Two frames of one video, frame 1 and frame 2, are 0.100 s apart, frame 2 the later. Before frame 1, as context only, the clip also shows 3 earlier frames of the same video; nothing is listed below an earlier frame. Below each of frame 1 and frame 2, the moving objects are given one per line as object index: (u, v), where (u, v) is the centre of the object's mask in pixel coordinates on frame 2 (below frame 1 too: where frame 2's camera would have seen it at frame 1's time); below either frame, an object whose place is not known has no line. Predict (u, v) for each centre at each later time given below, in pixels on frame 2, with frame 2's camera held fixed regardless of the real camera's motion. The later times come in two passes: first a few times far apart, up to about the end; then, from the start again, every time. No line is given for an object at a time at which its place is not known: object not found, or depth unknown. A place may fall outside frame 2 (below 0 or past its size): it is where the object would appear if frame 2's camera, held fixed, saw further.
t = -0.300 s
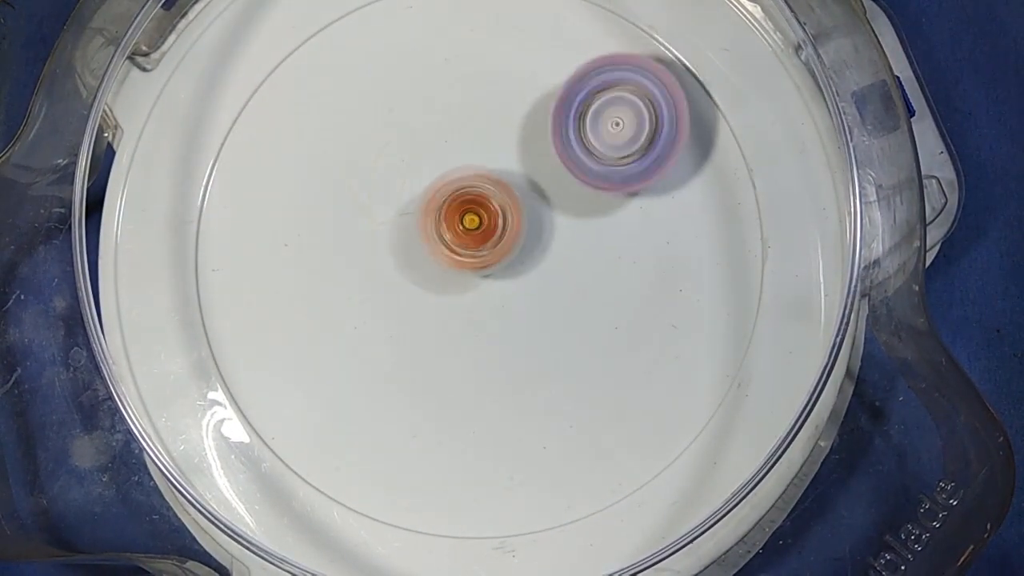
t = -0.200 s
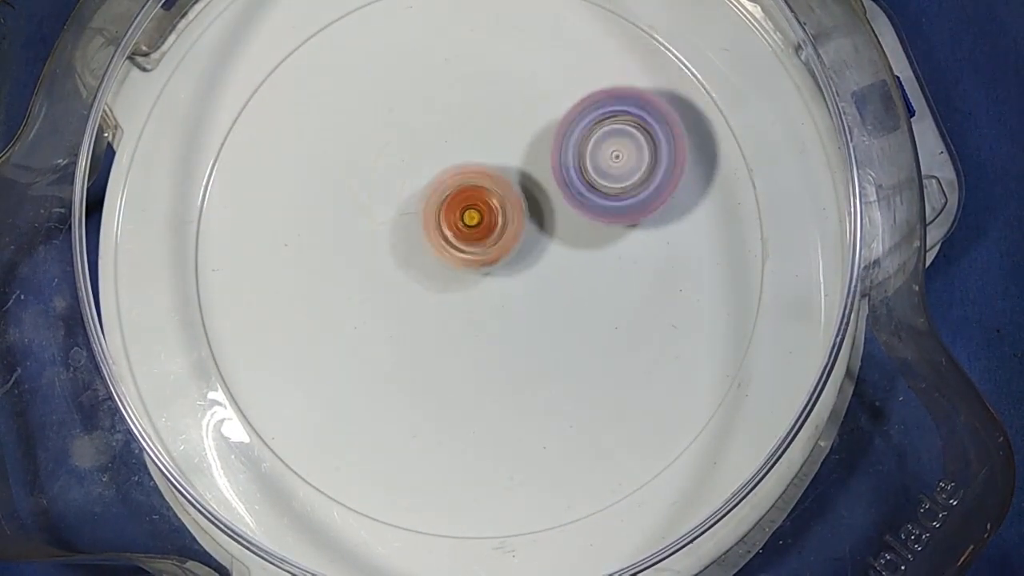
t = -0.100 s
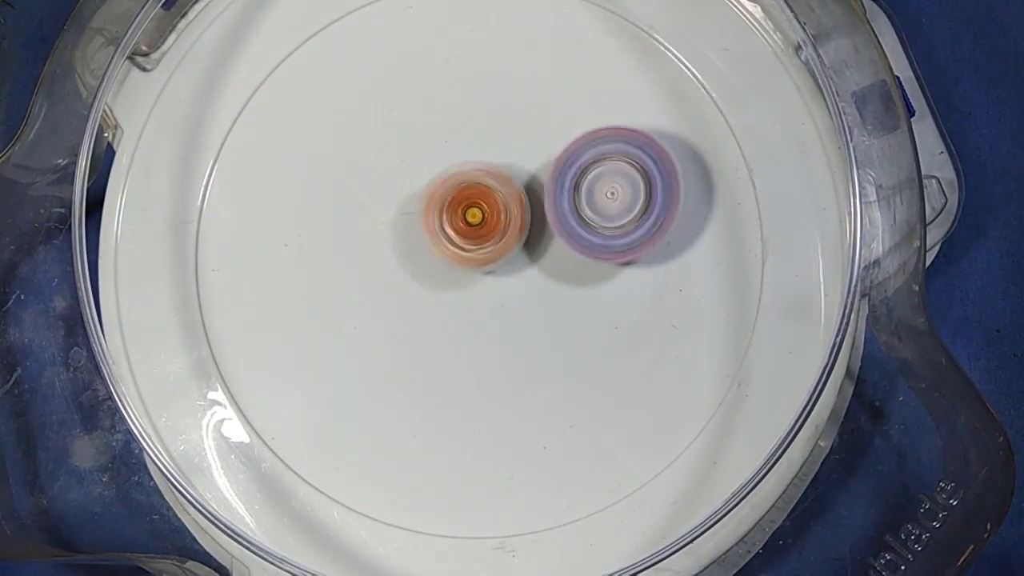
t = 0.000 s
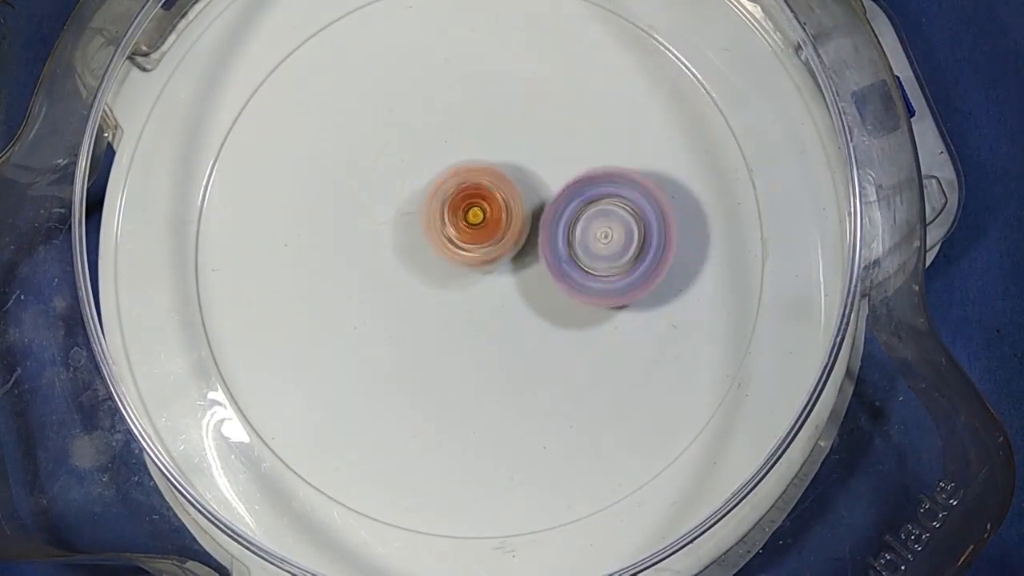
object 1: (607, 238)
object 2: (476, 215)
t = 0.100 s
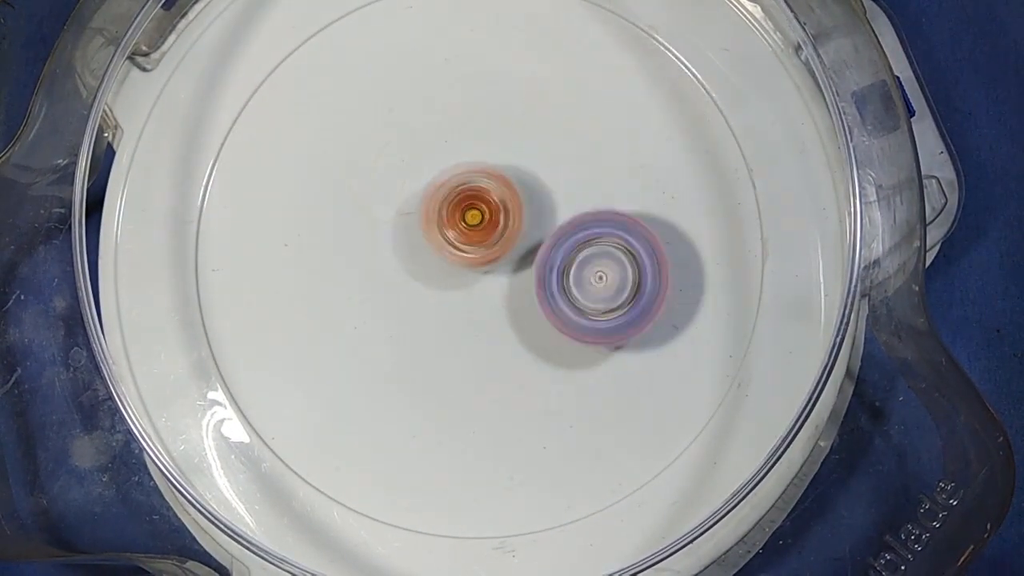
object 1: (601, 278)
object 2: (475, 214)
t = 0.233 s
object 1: (596, 323)
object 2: (475, 220)
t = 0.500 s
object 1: (548, 355)
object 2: (474, 231)
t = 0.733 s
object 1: (455, 365)
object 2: (473, 225)
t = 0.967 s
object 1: (379, 367)
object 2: (463, 221)
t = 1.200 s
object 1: (356, 325)
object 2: (457, 228)
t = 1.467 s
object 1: (296, 256)
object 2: (491, 230)
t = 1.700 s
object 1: (312, 201)
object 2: (500, 222)
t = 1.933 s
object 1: (370, 137)
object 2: (492, 227)
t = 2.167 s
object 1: (423, 100)
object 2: (479, 238)
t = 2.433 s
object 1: (497, 117)
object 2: (464, 242)
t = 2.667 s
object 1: (575, 111)
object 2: (438, 240)
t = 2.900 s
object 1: (581, 154)
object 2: (432, 229)
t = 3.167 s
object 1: (578, 282)
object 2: (432, 207)
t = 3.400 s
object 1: (595, 351)
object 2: (447, 191)
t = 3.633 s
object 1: (547, 360)
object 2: (470, 202)
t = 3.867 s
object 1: (427, 339)
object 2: (495, 215)
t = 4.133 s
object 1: (335, 306)
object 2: (494, 224)
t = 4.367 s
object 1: (320, 235)
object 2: (476, 243)
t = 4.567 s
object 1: (353, 168)
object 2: (460, 250)
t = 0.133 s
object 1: (601, 292)
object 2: (476, 214)
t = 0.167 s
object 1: (599, 302)
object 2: (473, 217)
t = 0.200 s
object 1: (597, 314)
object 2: (474, 217)
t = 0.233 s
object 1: (596, 323)
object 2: (475, 220)
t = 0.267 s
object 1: (594, 332)
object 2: (473, 221)
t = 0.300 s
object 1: (593, 339)
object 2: (474, 220)
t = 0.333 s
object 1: (588, 345)
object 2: (474, 224)
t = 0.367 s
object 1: (583, 350)
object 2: (473, 225)
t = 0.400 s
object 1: (576, 353)
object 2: (475, 226)
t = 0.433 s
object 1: (568, 355)
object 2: (473, 228)
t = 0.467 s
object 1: (558, 356)
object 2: (474, 229)
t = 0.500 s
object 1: (548, 355)
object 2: (474, 231)
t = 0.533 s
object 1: (536, 355)
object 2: (473, 232)
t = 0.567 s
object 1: (524, 353)
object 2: (474, 230)
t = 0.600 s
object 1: (511, 354)
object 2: (474, 233)
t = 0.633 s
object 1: (497, 357)
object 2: (474, 229)
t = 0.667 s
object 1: (483, 362)
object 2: (475, 225)
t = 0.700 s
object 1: (469, 363)
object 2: (475, 226)
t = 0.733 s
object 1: (455, 365)
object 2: (473, 225)
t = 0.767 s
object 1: (440, 365)
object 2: (474, 223)
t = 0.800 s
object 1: (429, 367)
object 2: (472, 224)
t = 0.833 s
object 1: (416, 368)
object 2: (470, 224)
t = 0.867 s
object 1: (406, 368)
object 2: (468, 222)
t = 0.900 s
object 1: (396, 369)
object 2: (466, 223)
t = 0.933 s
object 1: (387, 367)
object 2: (464, 223)
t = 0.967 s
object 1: (379, 367)
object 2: (463, 221)
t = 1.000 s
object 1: (371, 364)
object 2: (461, 225)
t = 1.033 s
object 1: (367, 361)
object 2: (458, 224)
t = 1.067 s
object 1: (361, 357)
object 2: (457, 223)
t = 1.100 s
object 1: (358, 350)
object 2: (457, 225)
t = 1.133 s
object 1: (356, 343)
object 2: (455, 226)
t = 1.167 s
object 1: (355, 334)
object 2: (456, 226)
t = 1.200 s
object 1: (356, 325)
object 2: (457, 228)
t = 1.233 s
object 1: (355, 314)
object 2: (454, 230)
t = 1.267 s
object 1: (351, 302)
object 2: (456, 230)
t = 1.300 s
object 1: (338, 294)
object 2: (470, 229)
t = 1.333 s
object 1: (325, 285)
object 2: (476, 231)
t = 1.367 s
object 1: (315, 276)
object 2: (481, 230)
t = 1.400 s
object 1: (309, 270)
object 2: (484, 230)
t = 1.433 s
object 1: (302, 264)
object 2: (489, 228)
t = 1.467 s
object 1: (296, 256)
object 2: (491, 230)
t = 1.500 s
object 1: (295, 249)
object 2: (492, 228)
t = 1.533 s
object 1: (293, 242)
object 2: (493, 227)
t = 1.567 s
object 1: (293, 234)
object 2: (497, 225)
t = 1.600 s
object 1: (297, 225)
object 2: (498, 228)
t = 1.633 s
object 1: (302, 218)
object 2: (497, 224)
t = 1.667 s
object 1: (306, 210)
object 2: (499, 224)
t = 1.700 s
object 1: (312, 201)
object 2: (500, 222)
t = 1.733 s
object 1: (322, 193)
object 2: (500, 224)
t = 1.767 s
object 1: (330, 184)
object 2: (499, 225)
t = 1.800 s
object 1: (337, 175)
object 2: (497, 224)
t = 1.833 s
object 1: (346, 165)
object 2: (497, 224)
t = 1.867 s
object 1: (355, 155)
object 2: (496, 223)
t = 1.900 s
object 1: (363, 146)
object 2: (496, 227)
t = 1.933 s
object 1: (370, 137)
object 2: (492, 227)
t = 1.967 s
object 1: (378, 128)
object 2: (491, 229)
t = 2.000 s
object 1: (385, 121)
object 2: (490, 229)
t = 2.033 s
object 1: (392, 115)
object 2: (489, 231)
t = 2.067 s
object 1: (398, 110)
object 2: (486, 236)
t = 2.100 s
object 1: (406, 103)
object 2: (484, 235)
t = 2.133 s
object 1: (414, 101)
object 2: (481, 238)
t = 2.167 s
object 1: (423, 100)
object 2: (479, 238)
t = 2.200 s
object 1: (430, 98)
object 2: (479, 237)
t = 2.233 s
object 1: (441, 97)
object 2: (478, 240)
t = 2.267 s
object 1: (449, 99)
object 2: (473, 239)
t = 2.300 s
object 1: (459, 102)
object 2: (473, 241)
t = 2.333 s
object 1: (467, 103)
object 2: (472, 241)
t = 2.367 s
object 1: (476, 107)
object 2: (470, 239)
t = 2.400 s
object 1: (487, 113)
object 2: (469, 242)
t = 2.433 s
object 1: (497, 117)
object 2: (464, 242)
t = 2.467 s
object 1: (513, 116)
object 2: (456, 243)
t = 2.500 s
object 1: (528, 113)
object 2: (452, 245)
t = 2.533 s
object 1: (541, 112)
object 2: (448, 244)
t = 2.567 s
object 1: (553, 111)
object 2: (446, 243)
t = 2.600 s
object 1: (562, 111)
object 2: (442, 241)
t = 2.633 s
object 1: (569, 111)
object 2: (440, 241)
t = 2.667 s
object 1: (575, 111)
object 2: (438, 240)
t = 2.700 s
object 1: (580, 112)
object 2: (436, 240)
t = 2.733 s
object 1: (585, 115)
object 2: (432, 237)
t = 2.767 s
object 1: (588, 121)
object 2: (432, 235)
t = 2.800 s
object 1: (588, 129)
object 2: (430, 235)
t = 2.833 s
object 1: (587, 136)
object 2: (431, 233)
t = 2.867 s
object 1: (584, 144)
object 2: (431, 230)
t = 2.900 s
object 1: (581, 154)
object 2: (432, 229)
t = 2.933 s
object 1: (579, 164)
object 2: (434, 228)
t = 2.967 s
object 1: (577, 178)
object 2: (435, 228)
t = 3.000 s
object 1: (573, 192)
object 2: (437, 226)
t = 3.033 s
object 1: (567, 207)
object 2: (436, 223)
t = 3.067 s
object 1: (562, 221)
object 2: (438, 222)
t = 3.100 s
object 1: (562, 240)
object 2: (437, 219)
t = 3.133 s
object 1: (572, 264)
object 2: (432, 212)
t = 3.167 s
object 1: (578, 282)
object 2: (432, 207)
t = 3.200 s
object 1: (584, 298)
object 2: (433, 203)
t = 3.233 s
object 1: (587, 310)
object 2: (436, 200)
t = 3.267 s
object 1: (589, 321)
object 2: (439, 197)
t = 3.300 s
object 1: (592, 329)
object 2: (442, 196)
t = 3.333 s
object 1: (594, 337)
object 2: (444, 193)
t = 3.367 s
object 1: (595, 344)
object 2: (446, 191)
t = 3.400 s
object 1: (595, 351)
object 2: (447, 191)
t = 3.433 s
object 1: (593, 357)
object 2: (451, 191)
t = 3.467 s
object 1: (589, 361)
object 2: (455, 191)
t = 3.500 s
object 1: (583, 364)
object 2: (458, 192)
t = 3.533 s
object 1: (576, 365)
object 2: (461, 194)
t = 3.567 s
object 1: (568, 364)
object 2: (465, 196)
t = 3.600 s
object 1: (558, 363)
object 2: (468, 198)
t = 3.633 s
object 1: (547, 360)
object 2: (470, 202)
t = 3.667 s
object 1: (533, 357)
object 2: (473, 205)
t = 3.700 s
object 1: (518, 352)
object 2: (476, 208)
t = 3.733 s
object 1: (503, 347)
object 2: (479, 212)
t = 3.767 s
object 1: (487, 341)
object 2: (481, 216)
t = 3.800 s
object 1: (466, 341)
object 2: (487, 215)
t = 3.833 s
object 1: (445, 341)
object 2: (492, 214)
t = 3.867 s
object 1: (427, 339)
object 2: (495, 215)
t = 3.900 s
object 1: (411, 336)
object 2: (497, 215)
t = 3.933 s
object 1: (397, 333)
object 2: (498, 216)
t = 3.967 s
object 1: (384, 330)
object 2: (498, 216)
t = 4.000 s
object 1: (372, 327)
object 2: (499, 217)
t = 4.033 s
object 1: (361, 323)
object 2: (498, 220)
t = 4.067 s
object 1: (351, 318)
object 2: (497, 220)
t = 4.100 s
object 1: (343, 313)
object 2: (495, 222)
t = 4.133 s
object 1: (335, 306)
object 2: (494, 224)
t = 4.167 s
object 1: (329, 298)
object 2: (492, 227)
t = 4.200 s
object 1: (324, 289)
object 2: (491, 231)
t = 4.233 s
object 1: (320, 279)
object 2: (488, 233)
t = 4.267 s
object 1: (318, 268)
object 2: (486, 236)
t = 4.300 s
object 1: (318, 257)
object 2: (483, 238)
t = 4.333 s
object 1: (318, 246)
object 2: (479, 241)
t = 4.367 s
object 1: (320, 235)
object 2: (476, 243)
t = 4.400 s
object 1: (323, 224)
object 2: (472, 244)
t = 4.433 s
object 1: (328, 211)
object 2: (470, 245)
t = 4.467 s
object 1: (333, 199)
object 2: (466, 246)
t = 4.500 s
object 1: (339, 188)
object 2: (465, 248)
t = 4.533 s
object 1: (344, 177)
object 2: (461, 249)
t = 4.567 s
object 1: (353, 168)
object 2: (460, 250)
